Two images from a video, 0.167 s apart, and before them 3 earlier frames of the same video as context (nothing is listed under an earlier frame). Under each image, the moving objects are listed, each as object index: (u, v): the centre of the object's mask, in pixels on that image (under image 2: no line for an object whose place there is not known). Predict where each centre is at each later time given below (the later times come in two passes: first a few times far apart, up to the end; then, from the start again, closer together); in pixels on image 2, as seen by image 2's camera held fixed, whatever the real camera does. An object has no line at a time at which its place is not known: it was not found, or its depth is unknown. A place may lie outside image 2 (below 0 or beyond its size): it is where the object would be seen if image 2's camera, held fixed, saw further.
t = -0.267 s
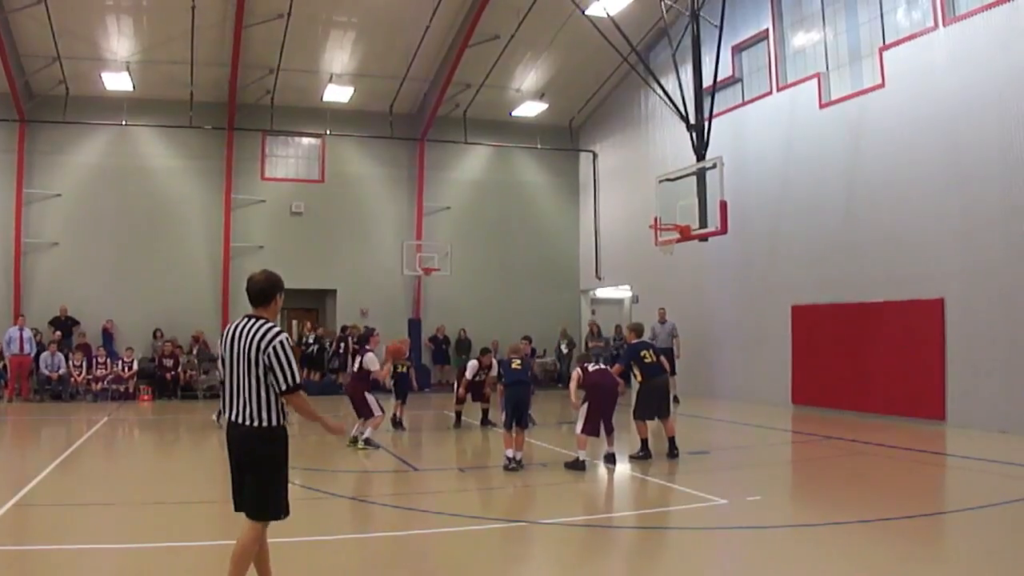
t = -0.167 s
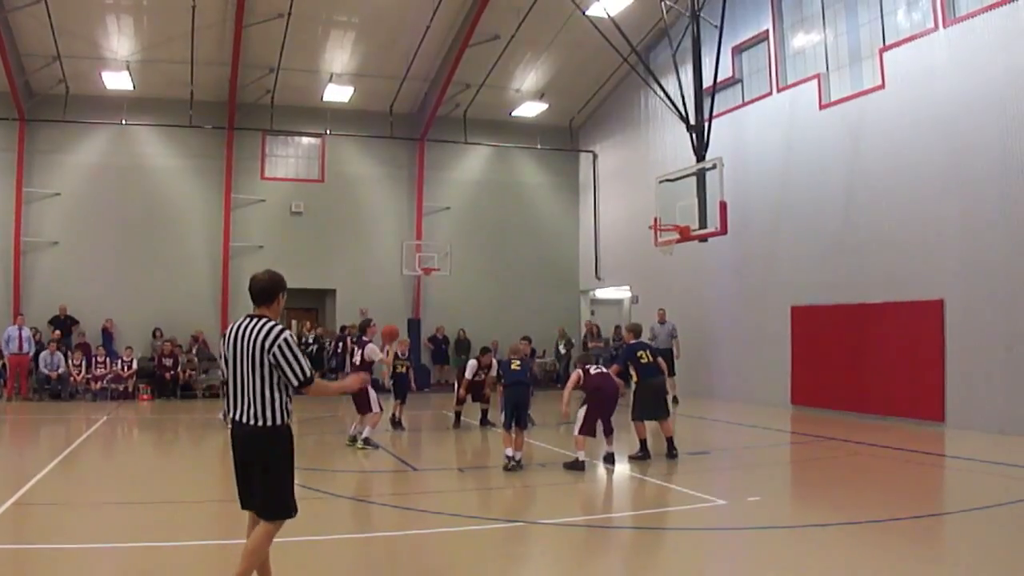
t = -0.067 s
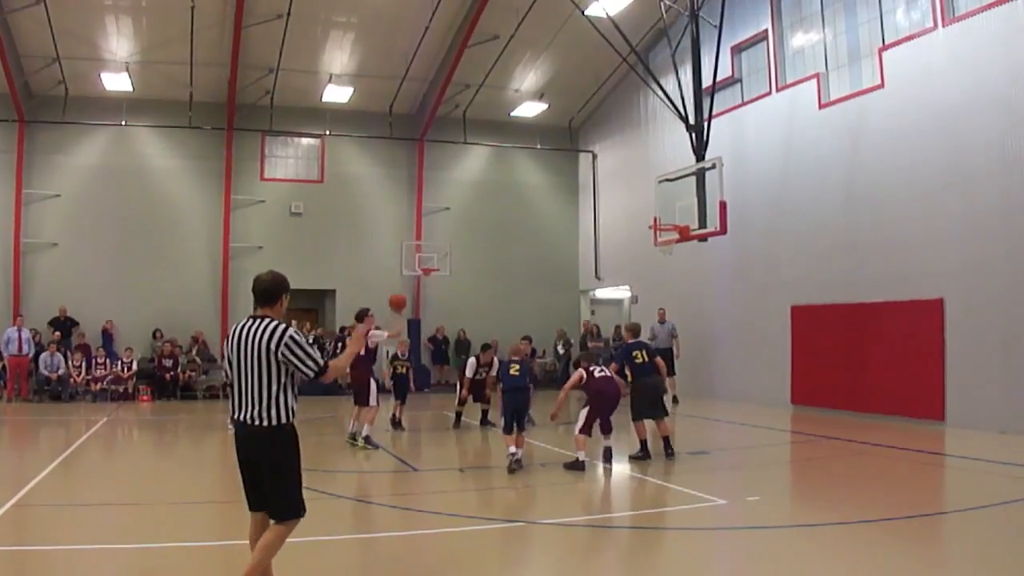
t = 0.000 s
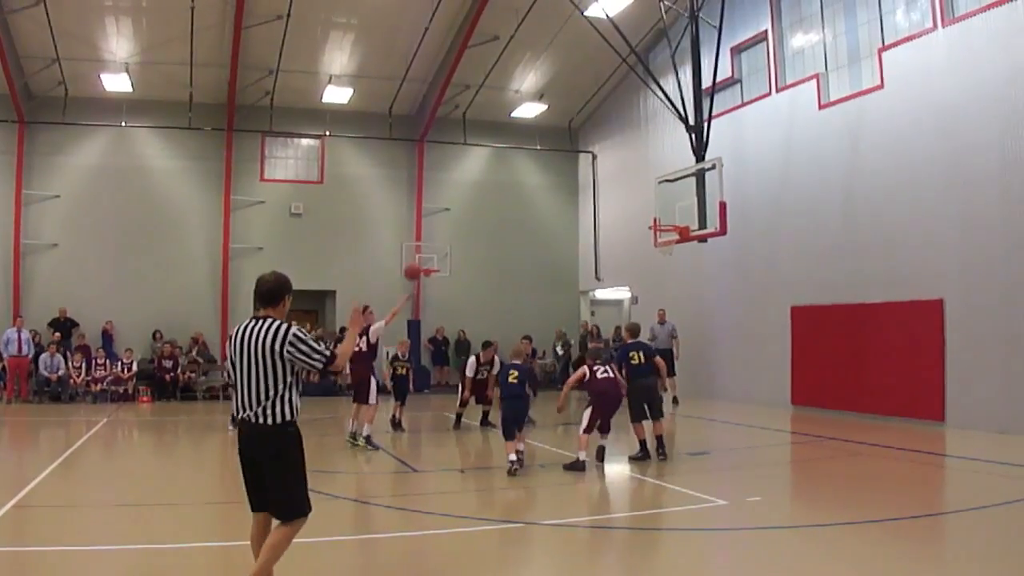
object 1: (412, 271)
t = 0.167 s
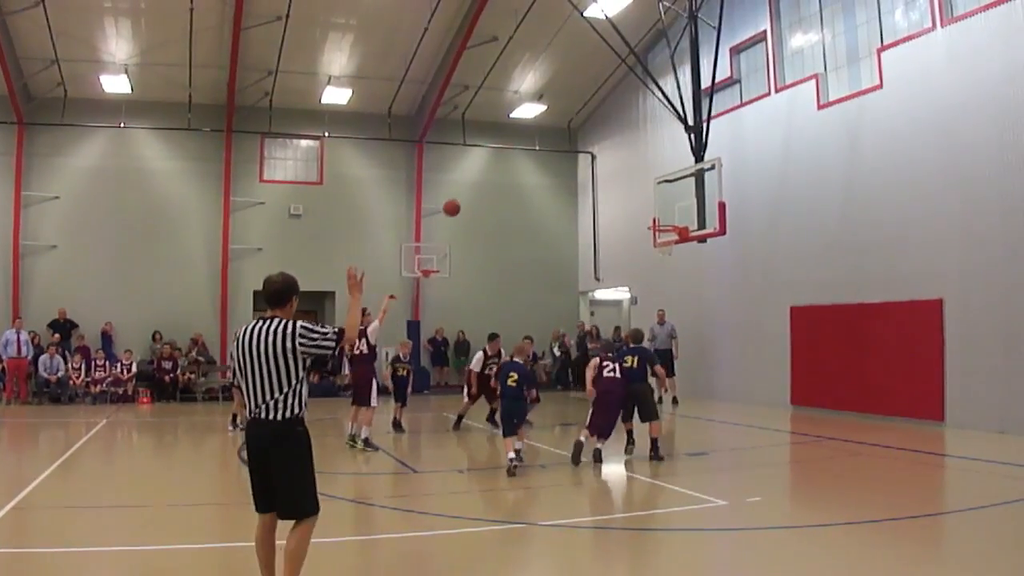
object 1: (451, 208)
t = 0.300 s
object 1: (482, 173)
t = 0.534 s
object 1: (533, 144)
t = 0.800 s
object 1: (587, 158)
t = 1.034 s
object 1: (633, 206)
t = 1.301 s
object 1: (591, 223)
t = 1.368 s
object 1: (574, 230)
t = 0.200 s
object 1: (459, 198)
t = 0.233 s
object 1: (467, 188)
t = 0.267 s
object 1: (475, 180)
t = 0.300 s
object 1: (482, 173)
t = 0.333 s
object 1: (490, 166)
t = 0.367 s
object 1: (497, 161)
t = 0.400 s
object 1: (504, 156)
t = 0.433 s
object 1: (512, 152)
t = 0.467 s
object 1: (519, 148)
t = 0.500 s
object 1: (526, 146)
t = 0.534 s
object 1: (533, 144)
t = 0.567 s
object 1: (540, 143)
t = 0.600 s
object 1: (547, 143)
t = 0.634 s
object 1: (553, 143)
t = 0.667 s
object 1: (560, 145)
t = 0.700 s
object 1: (567, 147)
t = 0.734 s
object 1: (574, 149)
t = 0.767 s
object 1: (581, 153)
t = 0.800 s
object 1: (587, 158)
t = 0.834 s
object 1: (594, 163)
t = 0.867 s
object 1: (600, 168)
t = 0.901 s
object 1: (607, 175)
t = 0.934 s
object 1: (614, 182)
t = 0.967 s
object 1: (620, 189)
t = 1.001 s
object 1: (627, 197)
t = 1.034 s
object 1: (633, 206)
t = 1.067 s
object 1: (639, 215)
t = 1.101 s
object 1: (641, 221)
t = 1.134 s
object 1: (633, 220)
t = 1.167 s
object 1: (625, 219)
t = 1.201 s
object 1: (616, 219)
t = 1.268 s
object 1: (600, 221)
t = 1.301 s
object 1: (591, 223)
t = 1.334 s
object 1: (583, 227)
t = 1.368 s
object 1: (574, 230)
